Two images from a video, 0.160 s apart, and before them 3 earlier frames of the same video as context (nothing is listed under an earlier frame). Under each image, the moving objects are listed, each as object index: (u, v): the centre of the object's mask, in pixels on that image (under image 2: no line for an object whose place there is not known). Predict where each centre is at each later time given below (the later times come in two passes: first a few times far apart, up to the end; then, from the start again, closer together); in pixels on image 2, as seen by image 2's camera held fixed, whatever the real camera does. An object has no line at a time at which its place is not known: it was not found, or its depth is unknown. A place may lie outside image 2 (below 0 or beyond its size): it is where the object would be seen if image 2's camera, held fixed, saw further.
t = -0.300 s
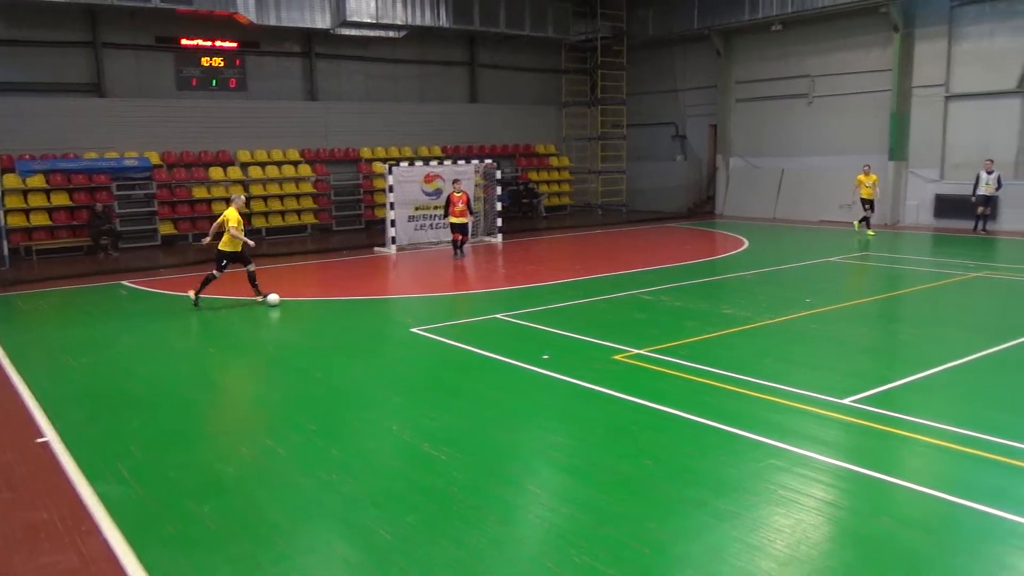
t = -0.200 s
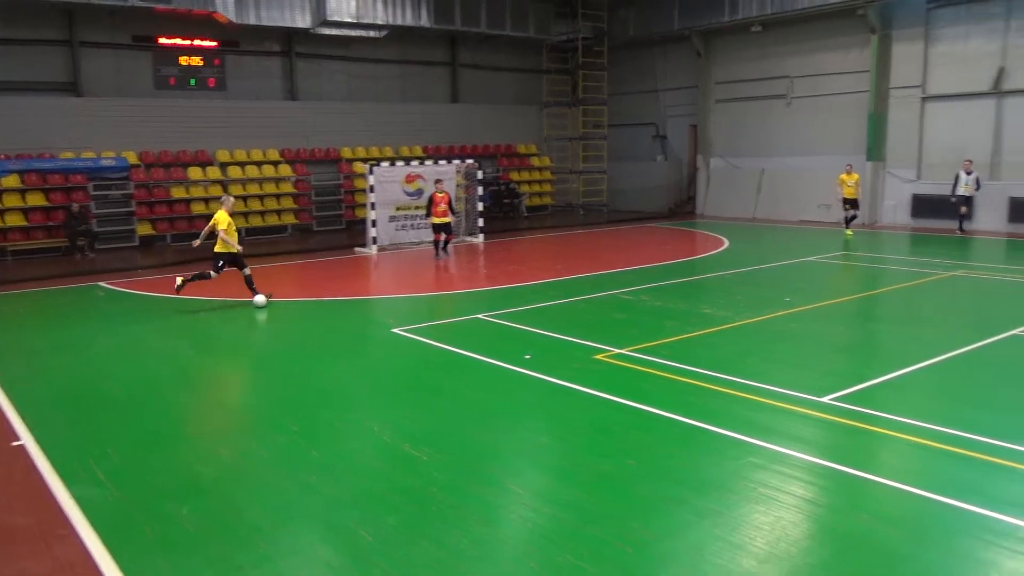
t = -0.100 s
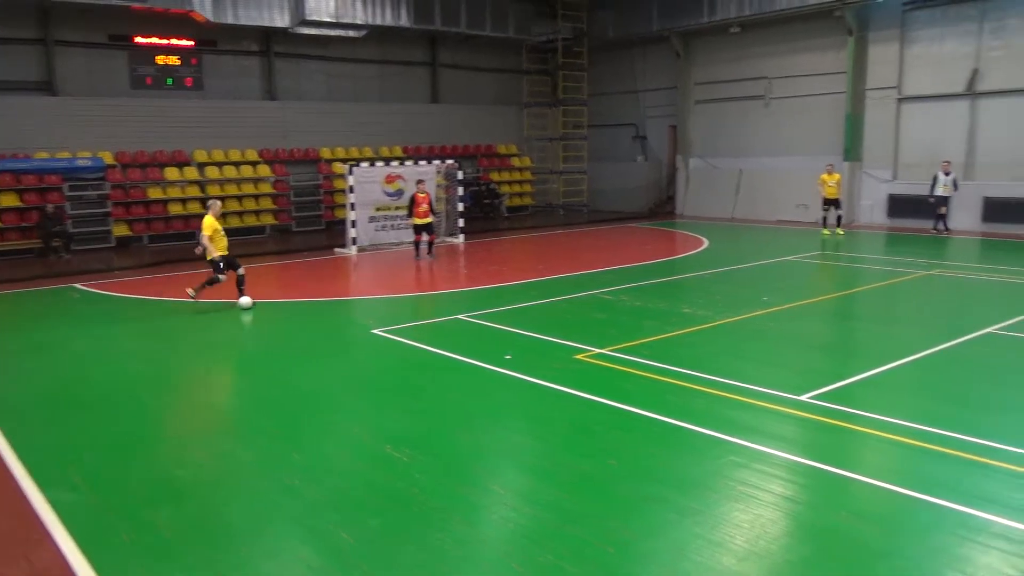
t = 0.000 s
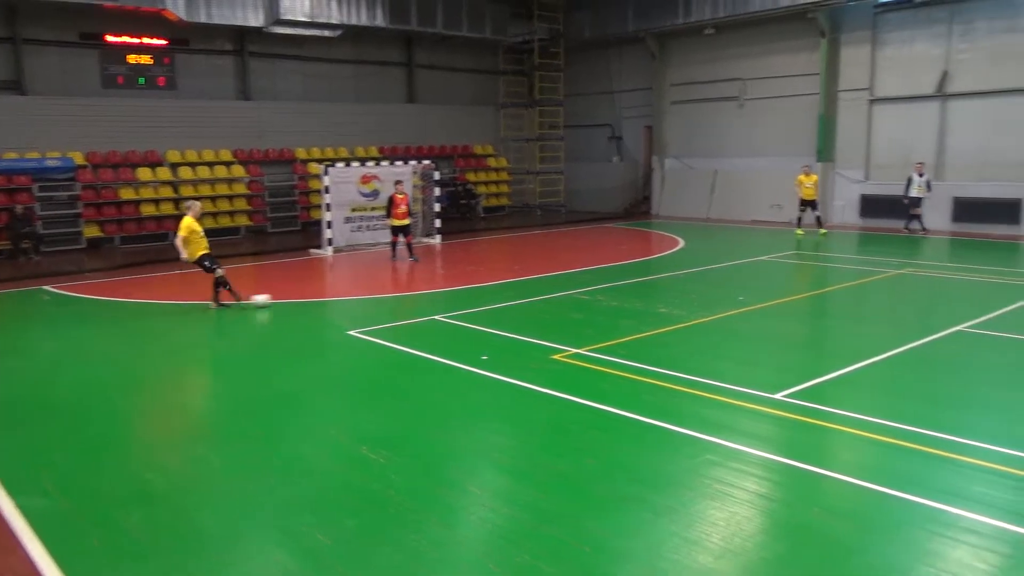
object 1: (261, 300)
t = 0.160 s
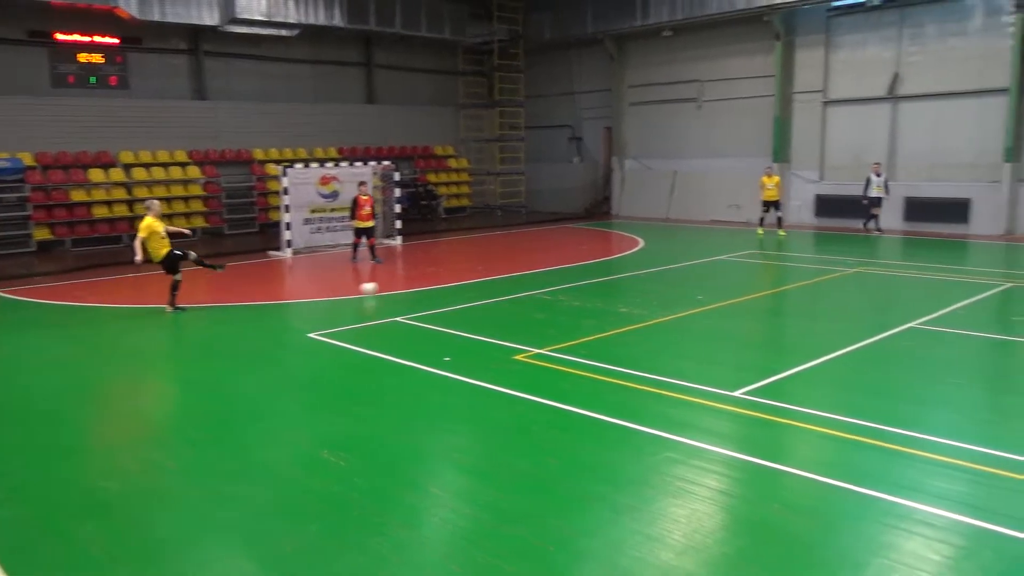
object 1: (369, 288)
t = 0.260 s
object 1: (444, 280)
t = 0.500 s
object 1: (588, 265)
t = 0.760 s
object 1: (700, 253)
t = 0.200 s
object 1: (400, 284)
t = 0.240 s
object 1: (430, 281)
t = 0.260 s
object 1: (444, 280)
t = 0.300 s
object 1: (471, 277)
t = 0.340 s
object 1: (497, 273)
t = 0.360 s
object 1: (510, 272)
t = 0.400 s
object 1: (534, 270)
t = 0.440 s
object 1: (556, 267)
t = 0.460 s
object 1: (567, 266)
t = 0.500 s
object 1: (588, 265)
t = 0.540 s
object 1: (607, 263)
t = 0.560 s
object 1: (617, 262)
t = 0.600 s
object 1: (635, 260)
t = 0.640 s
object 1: (653, 258)
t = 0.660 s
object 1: (661, 257)
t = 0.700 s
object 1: (677, 255)
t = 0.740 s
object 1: (693, 254)
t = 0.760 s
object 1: (700, 253)
